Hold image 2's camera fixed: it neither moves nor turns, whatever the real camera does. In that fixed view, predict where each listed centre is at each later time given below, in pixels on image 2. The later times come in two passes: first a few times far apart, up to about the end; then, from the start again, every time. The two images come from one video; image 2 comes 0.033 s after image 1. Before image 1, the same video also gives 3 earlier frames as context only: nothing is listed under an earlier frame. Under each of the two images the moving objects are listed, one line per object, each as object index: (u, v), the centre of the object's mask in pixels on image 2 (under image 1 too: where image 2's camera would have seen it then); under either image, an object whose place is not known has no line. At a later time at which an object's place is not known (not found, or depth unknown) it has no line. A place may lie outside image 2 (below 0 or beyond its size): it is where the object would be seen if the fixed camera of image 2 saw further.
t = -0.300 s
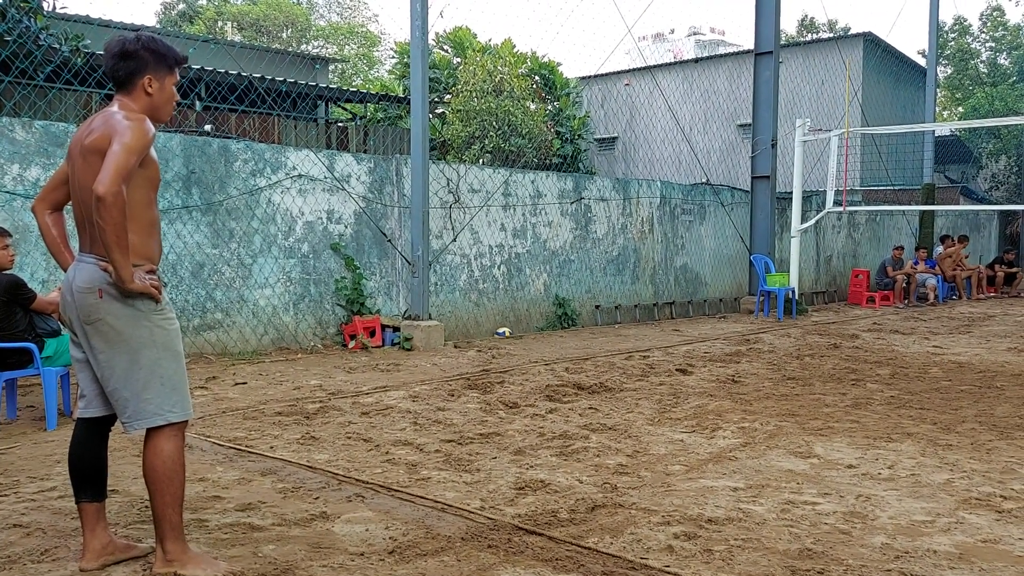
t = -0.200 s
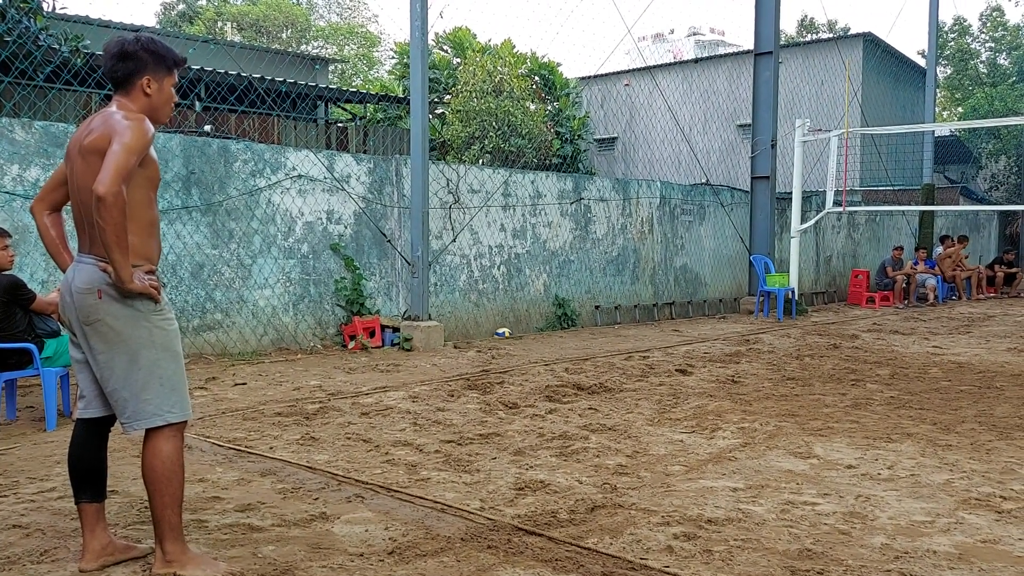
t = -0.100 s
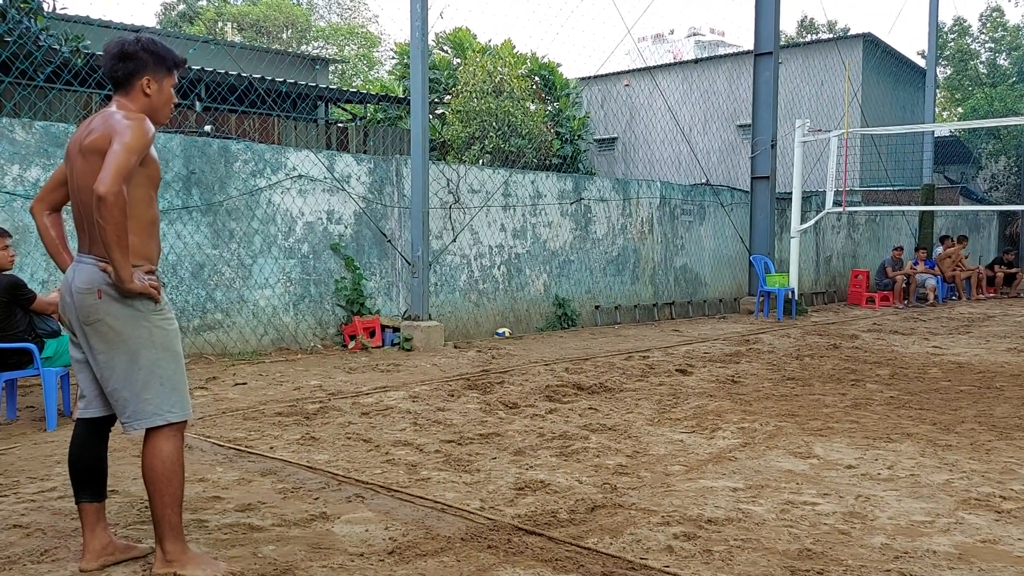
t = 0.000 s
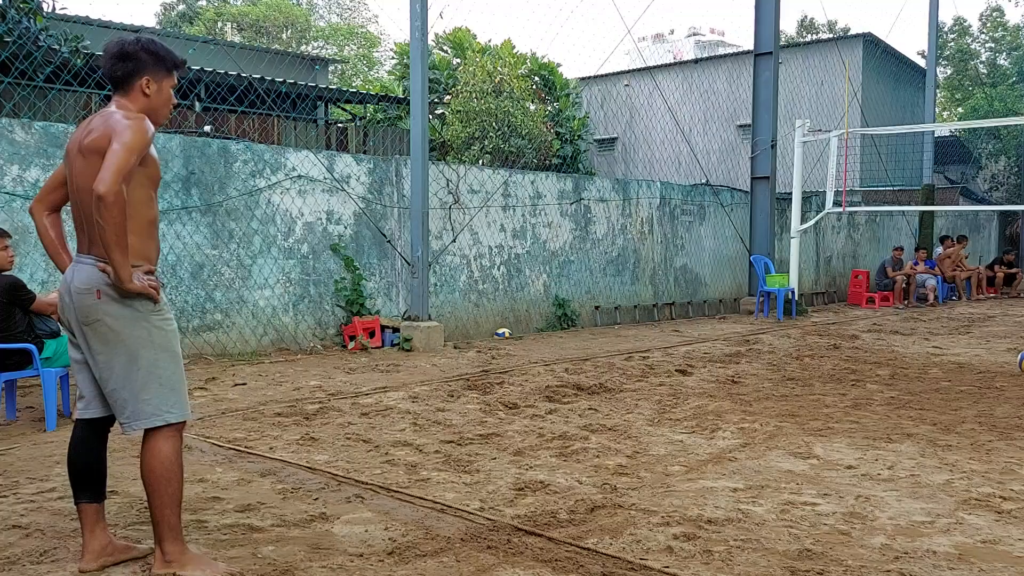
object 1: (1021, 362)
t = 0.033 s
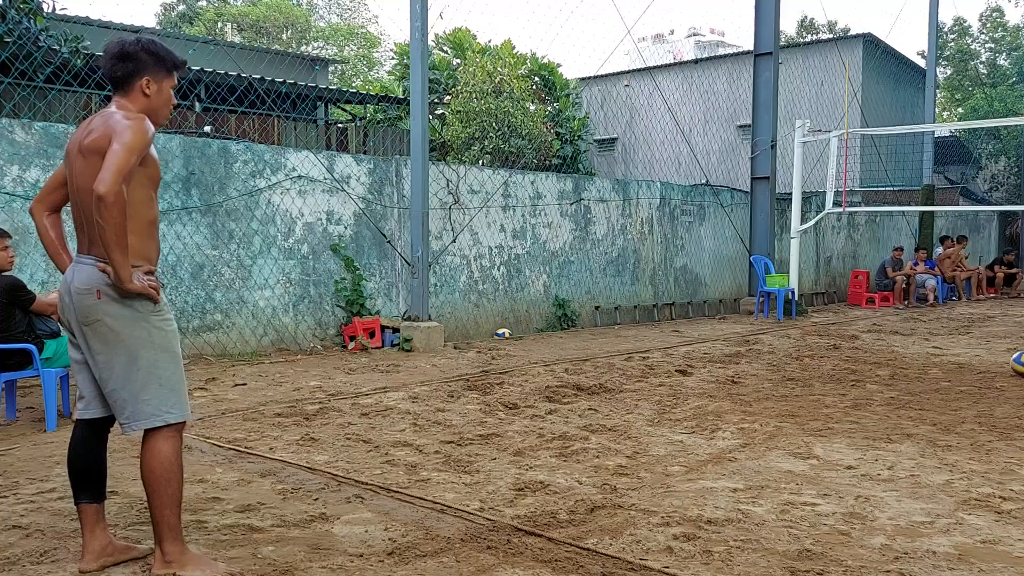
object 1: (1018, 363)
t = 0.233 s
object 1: (984, 376)
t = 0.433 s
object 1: (938, 385)
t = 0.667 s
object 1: (880, 397)
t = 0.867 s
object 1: (823, 411)
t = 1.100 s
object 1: (743, 426)
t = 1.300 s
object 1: (663, 442)
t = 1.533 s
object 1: (554, 462)
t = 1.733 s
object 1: (451, 457)
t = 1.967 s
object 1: (331, 484)
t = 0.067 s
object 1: (1015, 362)
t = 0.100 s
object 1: (1011, 361)
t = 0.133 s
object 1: (1006, 362)
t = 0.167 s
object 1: (999, 366)
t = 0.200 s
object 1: (991, 370)
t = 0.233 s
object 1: (984, 376)
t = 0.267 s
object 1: (976, 375)
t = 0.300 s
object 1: (969, 374)
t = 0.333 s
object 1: (961, 374)
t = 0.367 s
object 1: (954, 375)
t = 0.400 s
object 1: (946, 379)
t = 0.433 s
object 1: (938, 385)
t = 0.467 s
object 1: (929, 386)
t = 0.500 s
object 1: (922, 384)
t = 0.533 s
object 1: (914, 384)
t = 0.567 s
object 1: (906, 386)
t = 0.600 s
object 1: (898, 389)
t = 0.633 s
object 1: (889, 395)
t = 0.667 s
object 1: (880, 397)
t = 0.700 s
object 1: (871, 397)
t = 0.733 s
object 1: (862, 401)
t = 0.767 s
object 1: (852, 404)
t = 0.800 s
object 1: (842, 404)
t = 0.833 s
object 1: (832, 406)
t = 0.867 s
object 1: (823, 411)
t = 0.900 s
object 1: (812, 414)
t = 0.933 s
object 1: (801, 413)
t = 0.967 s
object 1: (790, 412)
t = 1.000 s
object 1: (779, 415)
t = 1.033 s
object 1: (767, 420)
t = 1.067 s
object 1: (755, 427)
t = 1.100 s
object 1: (743, 426)
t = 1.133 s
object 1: (731, 428)
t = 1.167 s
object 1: (718, 433)
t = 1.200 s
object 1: (705, 439)
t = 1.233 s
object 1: (691, 439)
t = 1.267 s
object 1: (677, 439)
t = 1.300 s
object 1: (663, 442)
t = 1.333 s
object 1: (649, 447)
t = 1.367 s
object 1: (633, 455)
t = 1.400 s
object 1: (618, 456)
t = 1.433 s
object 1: (602, 453)
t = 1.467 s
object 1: (586, 454)
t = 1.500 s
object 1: (570, 457)
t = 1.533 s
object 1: (554, 462)
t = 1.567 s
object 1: (536, 470)
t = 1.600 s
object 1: (517, 475)
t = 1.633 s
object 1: (499, 480)
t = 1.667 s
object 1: (481, 474)
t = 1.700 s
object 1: (466, 464)
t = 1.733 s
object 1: (451, 457)
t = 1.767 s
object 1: (436, 452)
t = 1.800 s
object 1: (419, 449)
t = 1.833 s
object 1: (403, 450)
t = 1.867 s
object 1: (386, 453)
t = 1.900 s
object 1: (368, 460)
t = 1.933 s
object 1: (349, 470)
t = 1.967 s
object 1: (331, 484)
